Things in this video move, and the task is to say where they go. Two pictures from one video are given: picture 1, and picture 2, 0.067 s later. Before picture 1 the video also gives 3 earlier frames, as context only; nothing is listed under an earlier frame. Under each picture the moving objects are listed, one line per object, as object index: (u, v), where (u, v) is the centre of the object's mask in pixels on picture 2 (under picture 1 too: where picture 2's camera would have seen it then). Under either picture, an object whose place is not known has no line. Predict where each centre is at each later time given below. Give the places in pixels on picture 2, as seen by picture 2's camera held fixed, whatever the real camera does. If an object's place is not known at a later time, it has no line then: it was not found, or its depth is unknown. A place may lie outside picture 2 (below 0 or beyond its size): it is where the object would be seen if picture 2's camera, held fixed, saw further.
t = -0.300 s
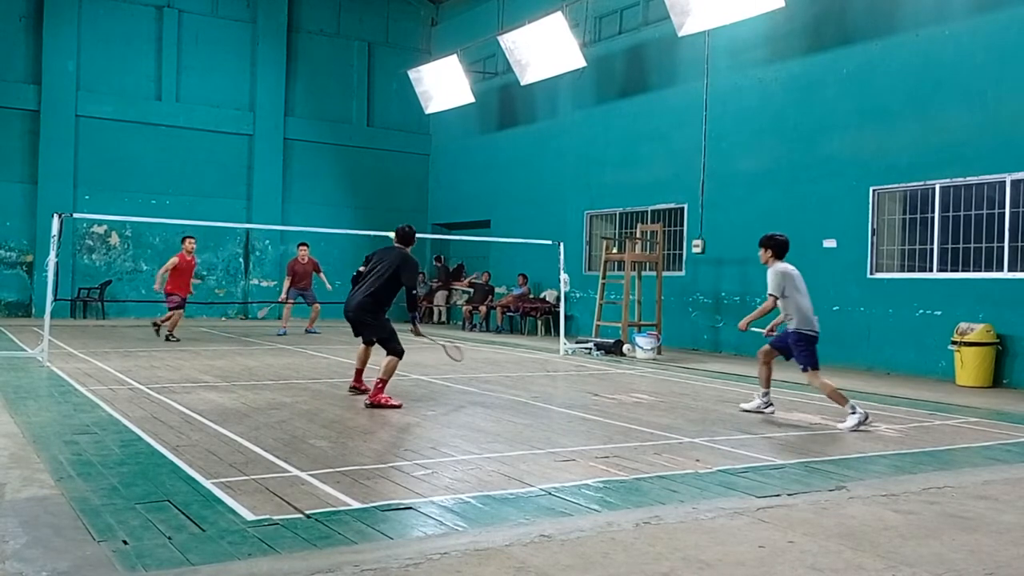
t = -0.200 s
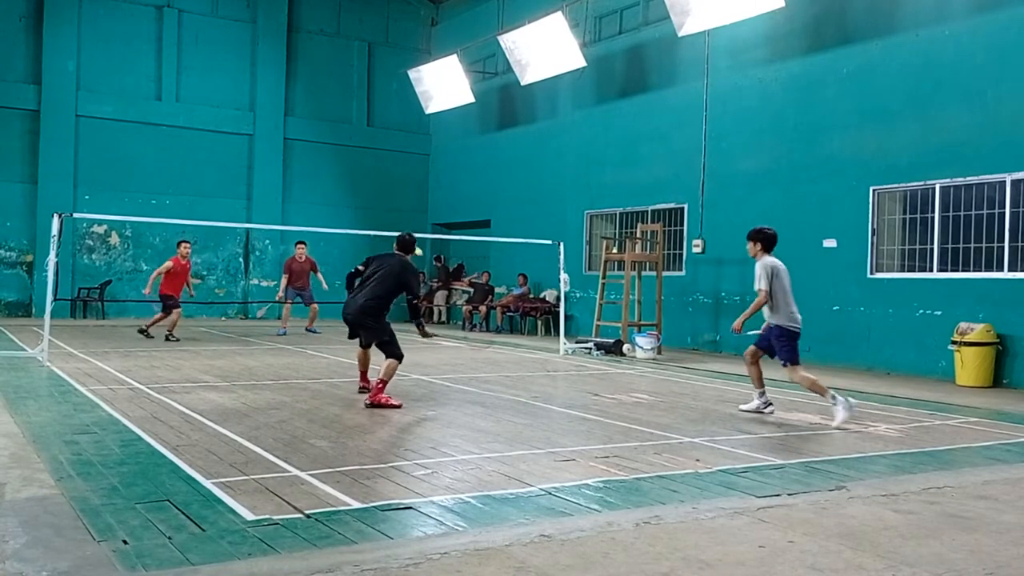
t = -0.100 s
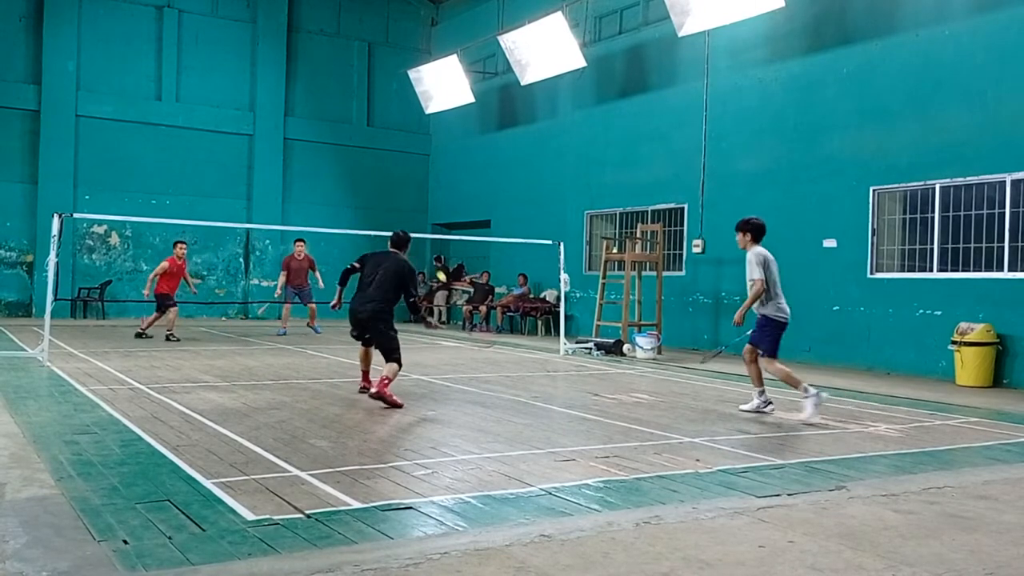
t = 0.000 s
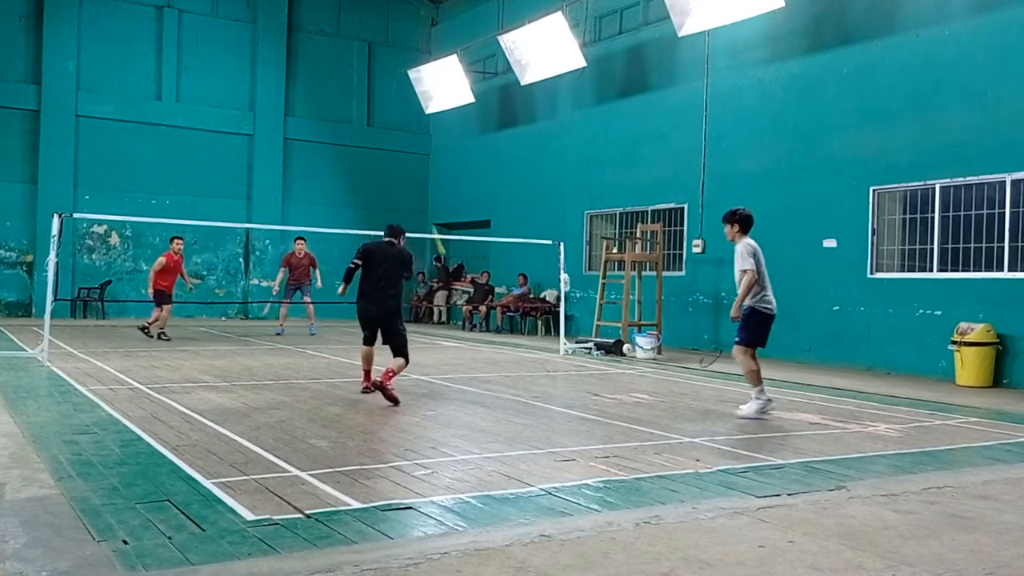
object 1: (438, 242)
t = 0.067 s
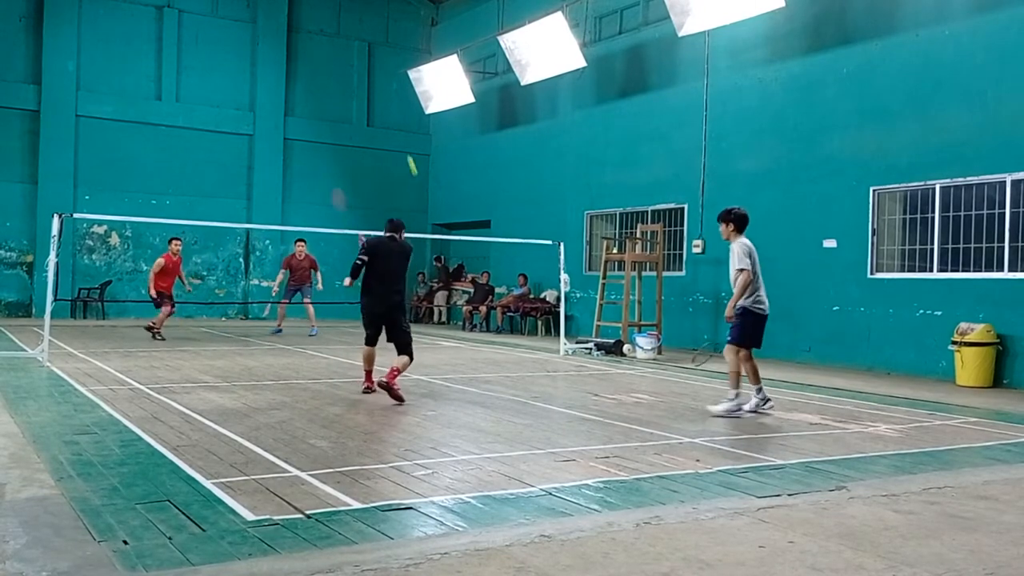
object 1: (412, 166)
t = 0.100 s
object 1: (402, 141)
